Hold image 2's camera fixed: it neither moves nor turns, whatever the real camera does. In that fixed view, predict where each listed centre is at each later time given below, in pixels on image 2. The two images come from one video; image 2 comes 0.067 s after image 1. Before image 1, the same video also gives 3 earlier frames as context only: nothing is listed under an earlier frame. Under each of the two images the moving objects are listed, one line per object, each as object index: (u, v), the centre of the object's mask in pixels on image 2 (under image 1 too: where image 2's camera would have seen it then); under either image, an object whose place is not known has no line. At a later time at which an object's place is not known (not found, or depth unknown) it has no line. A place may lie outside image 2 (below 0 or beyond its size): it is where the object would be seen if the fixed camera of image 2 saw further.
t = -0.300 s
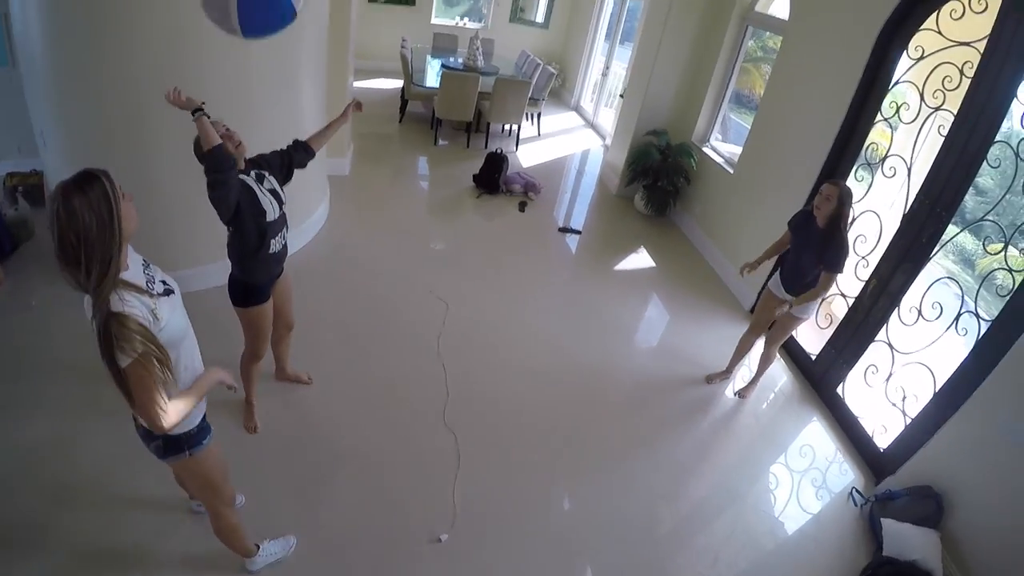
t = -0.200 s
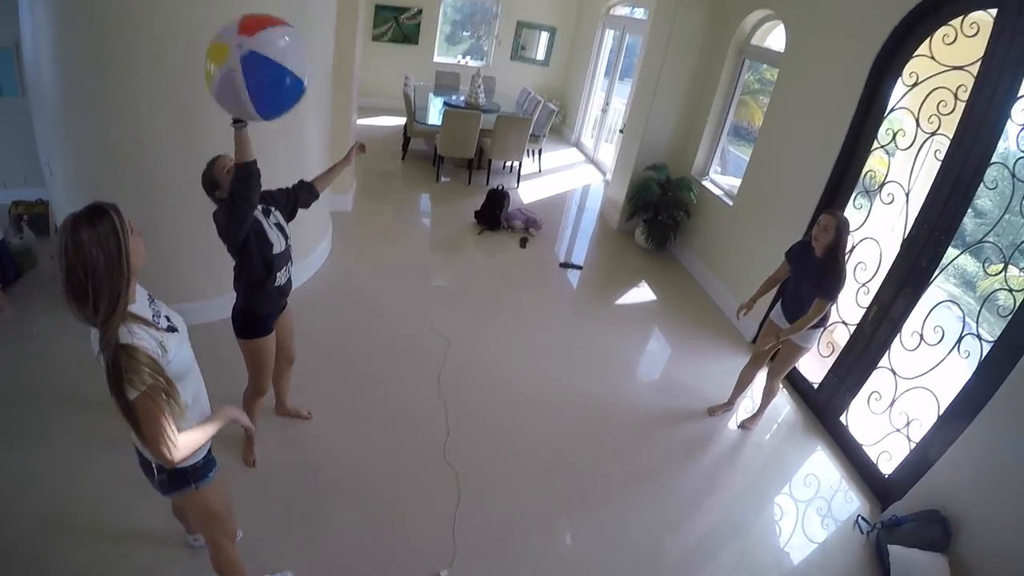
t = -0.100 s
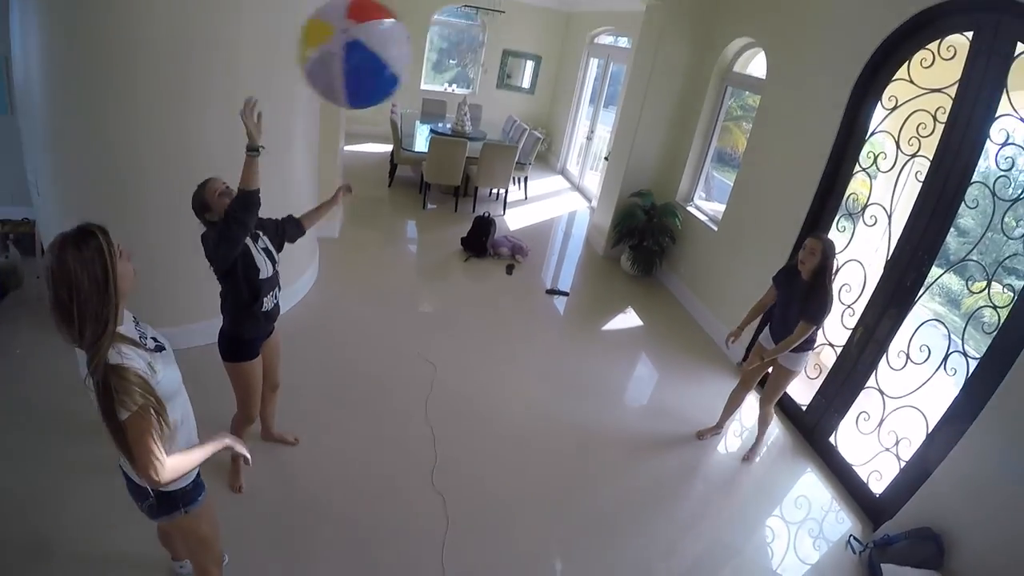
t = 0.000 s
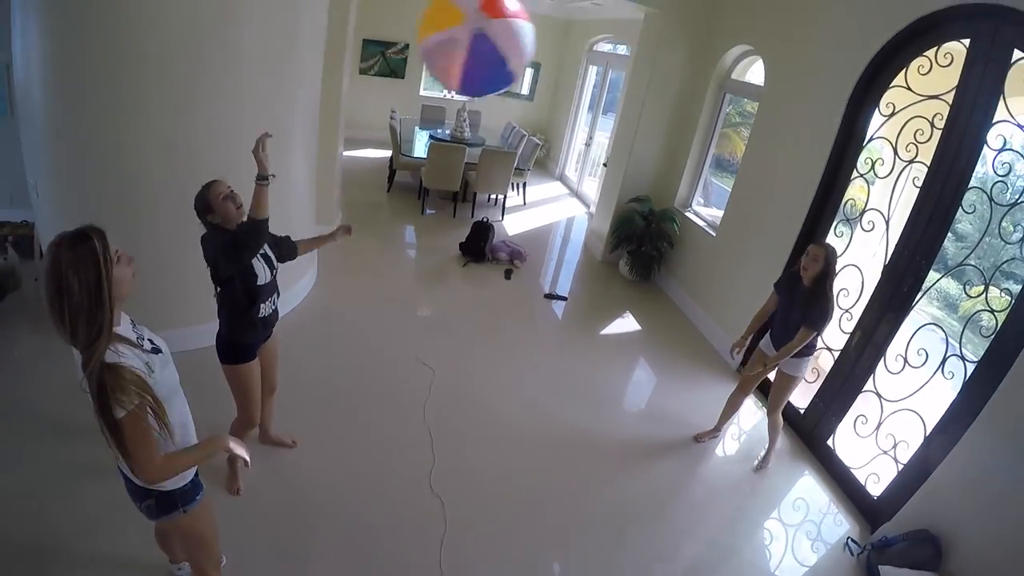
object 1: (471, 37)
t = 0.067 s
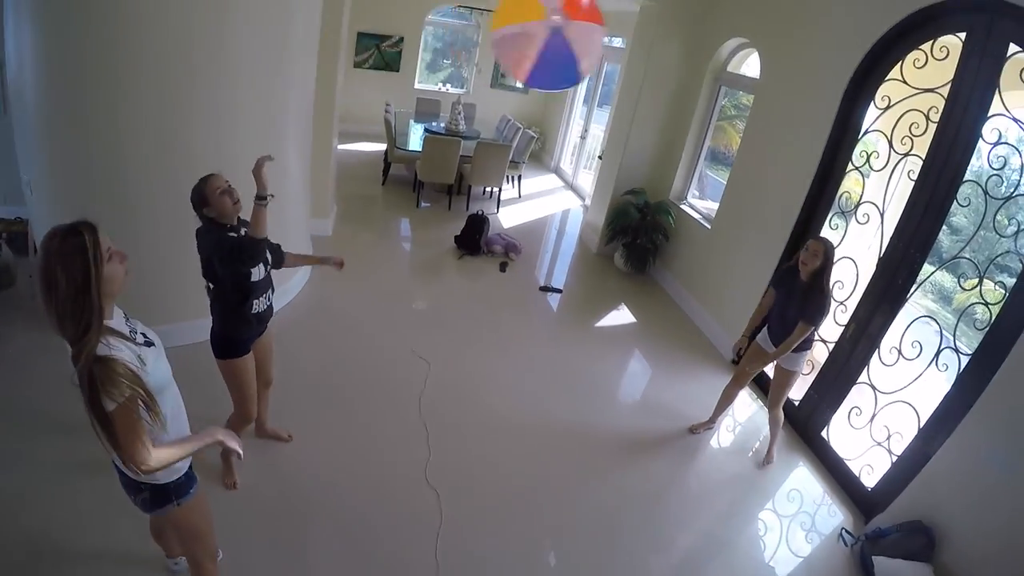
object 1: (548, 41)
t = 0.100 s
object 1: (587, 49)
